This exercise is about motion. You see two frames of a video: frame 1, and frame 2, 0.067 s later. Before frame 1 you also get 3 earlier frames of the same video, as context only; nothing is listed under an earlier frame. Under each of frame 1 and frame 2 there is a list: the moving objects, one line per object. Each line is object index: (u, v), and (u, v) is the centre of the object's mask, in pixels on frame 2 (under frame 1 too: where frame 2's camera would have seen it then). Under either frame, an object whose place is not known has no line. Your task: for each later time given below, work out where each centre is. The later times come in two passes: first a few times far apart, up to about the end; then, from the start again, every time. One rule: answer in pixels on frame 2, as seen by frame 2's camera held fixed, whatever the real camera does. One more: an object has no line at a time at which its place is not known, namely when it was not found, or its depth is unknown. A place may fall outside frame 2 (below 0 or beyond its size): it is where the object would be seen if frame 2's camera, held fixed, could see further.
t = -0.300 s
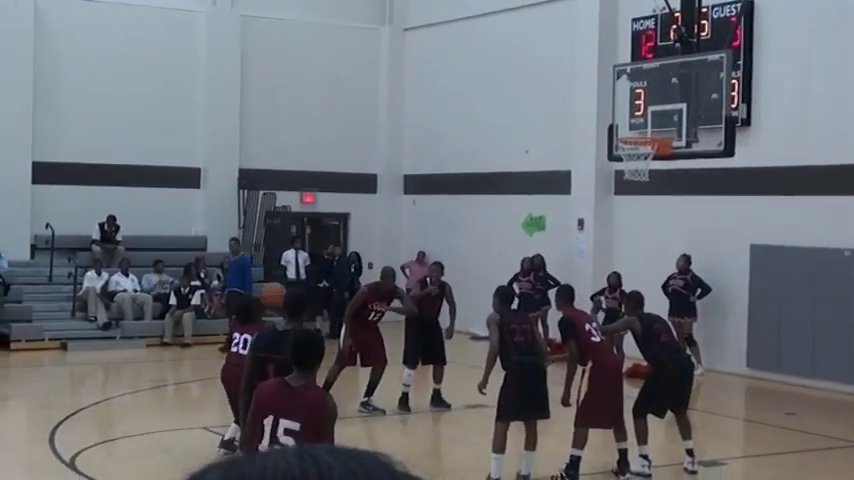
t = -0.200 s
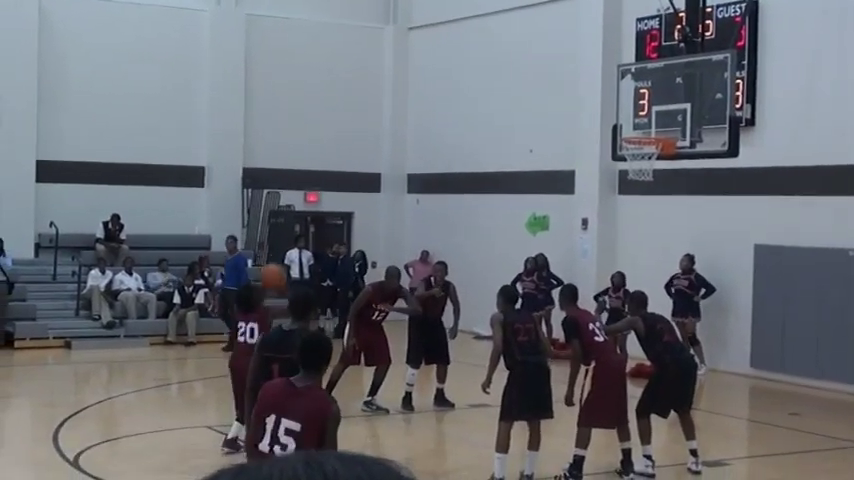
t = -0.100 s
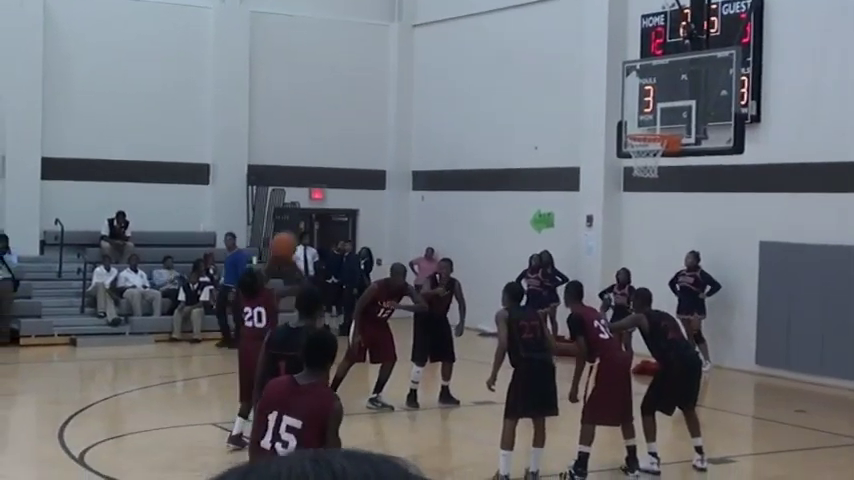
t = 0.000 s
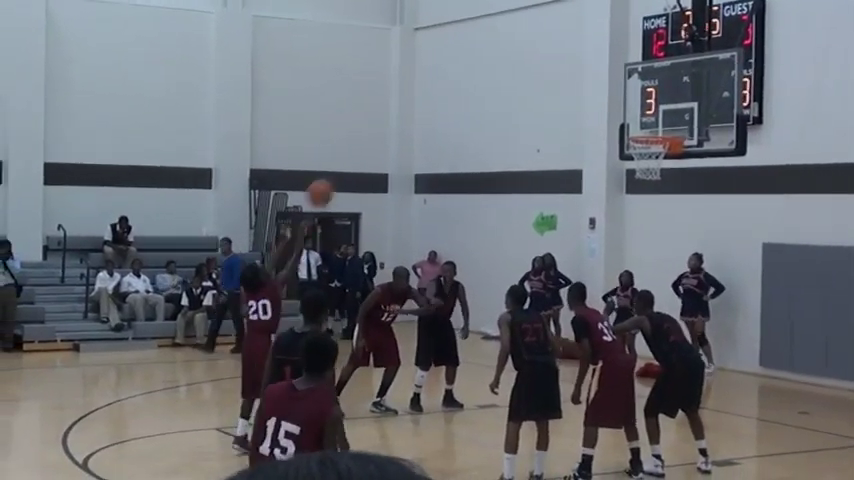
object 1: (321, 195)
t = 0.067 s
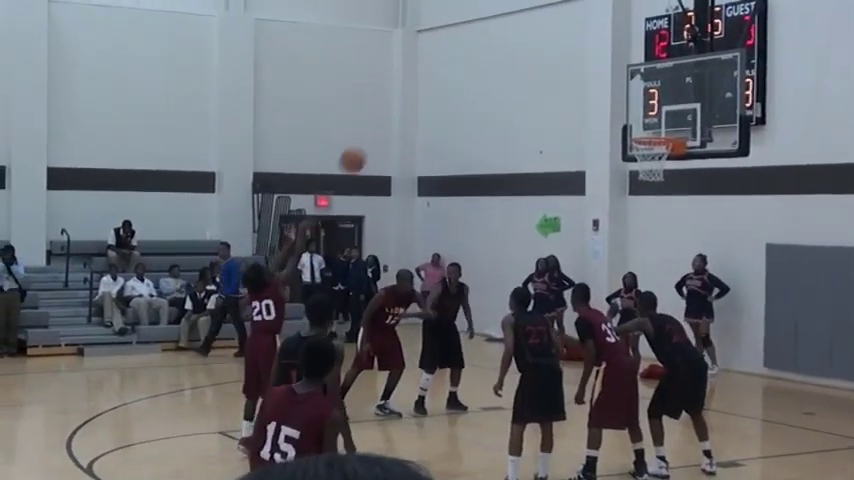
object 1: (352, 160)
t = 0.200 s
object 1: (408, 104)
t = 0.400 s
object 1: (485, 57)
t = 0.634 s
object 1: (571, 52)
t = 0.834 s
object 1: (637, 90)
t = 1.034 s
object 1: (673, 110)
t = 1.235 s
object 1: (653, 83)
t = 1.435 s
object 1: (630, 89)
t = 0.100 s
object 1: (367, 145)
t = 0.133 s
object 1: (381, 130)
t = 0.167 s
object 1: (394, 116)
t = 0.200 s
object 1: (408, 104)
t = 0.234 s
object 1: (421, 93)
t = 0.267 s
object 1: (434, 83)
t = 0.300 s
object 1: (447, 75)
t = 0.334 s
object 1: (460, 68)
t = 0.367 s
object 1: (473, 62)
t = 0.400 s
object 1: (485, 57)
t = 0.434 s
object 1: (497, 52)
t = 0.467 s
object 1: (509, 49)
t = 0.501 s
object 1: (524, 48)
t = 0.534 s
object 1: (536, 47)
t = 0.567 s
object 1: (549, 48)
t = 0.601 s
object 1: (560, 49)
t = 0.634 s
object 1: (571, 52)
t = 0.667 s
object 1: (582, 55)
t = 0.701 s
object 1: (595, 60)
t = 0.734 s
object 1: (605, 67)
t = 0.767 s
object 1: (616, 74)
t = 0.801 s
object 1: (626, 81)
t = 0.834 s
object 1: (637, 90)
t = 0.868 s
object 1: (647, 99)
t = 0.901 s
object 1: (656, 109)
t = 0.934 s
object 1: (668, 121)
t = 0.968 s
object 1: (677, 126)
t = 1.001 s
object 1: (677, 118)
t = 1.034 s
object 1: (673, 110)
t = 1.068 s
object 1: (670, 103)
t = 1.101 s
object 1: (666, 96)
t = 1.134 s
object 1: (661, 92)
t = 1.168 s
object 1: (659, 89)
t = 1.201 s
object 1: (658, 85)
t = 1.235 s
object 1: (653, 83)
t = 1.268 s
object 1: (649, 81)
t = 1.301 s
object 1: (645, 80)
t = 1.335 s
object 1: (642, 82)
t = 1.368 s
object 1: (638, 83)
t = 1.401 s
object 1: (634, 87)
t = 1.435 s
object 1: (630, 89)
